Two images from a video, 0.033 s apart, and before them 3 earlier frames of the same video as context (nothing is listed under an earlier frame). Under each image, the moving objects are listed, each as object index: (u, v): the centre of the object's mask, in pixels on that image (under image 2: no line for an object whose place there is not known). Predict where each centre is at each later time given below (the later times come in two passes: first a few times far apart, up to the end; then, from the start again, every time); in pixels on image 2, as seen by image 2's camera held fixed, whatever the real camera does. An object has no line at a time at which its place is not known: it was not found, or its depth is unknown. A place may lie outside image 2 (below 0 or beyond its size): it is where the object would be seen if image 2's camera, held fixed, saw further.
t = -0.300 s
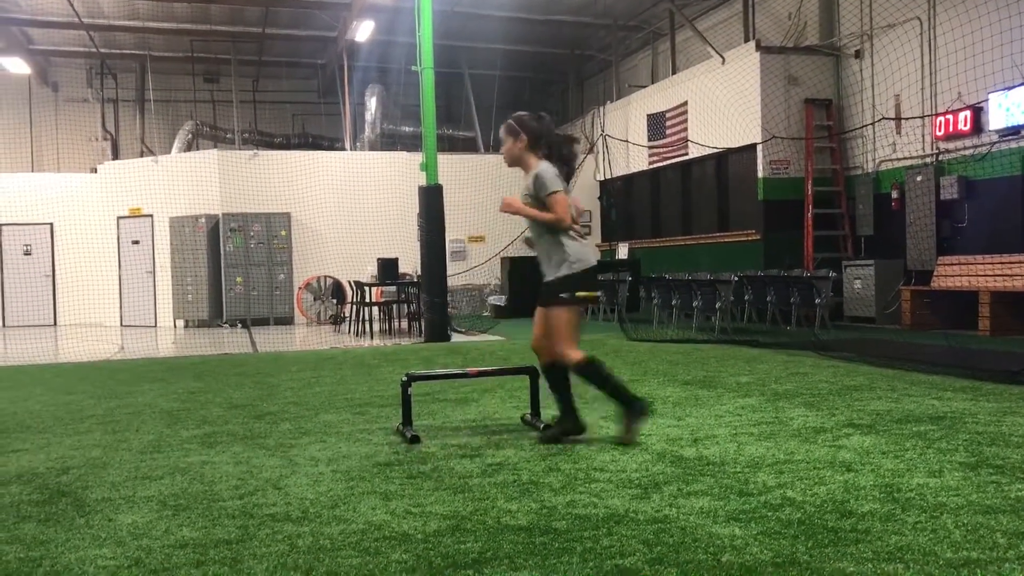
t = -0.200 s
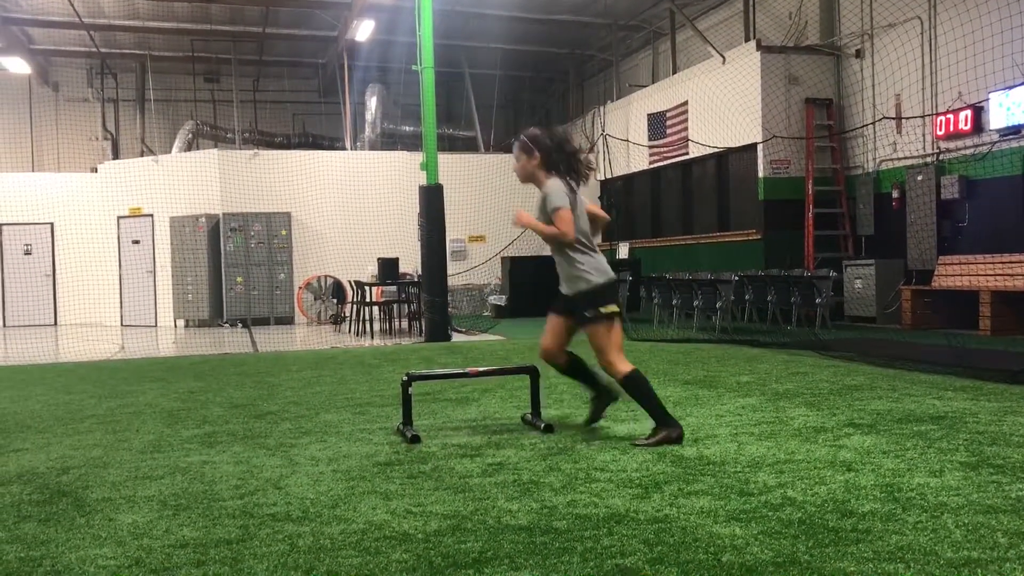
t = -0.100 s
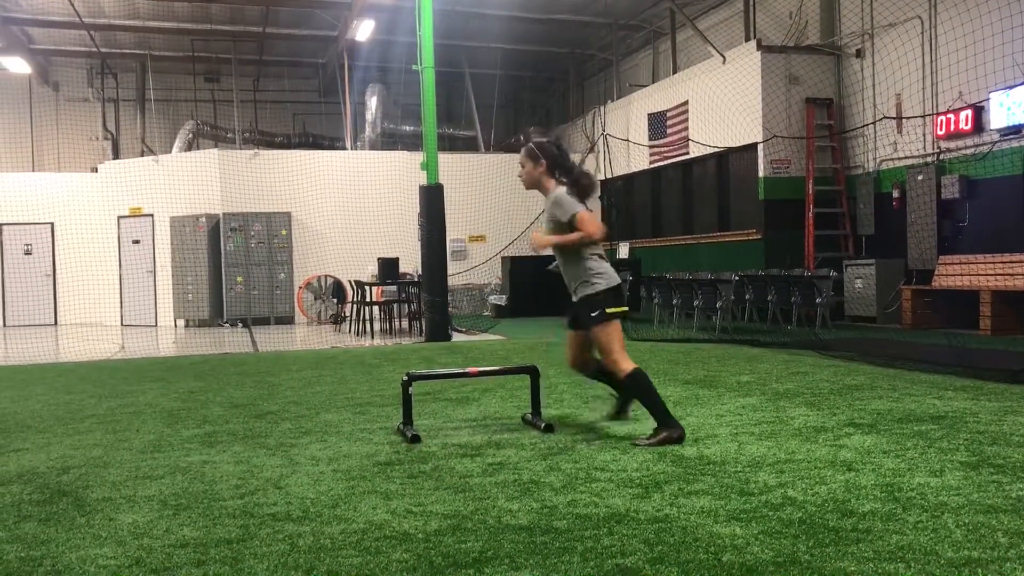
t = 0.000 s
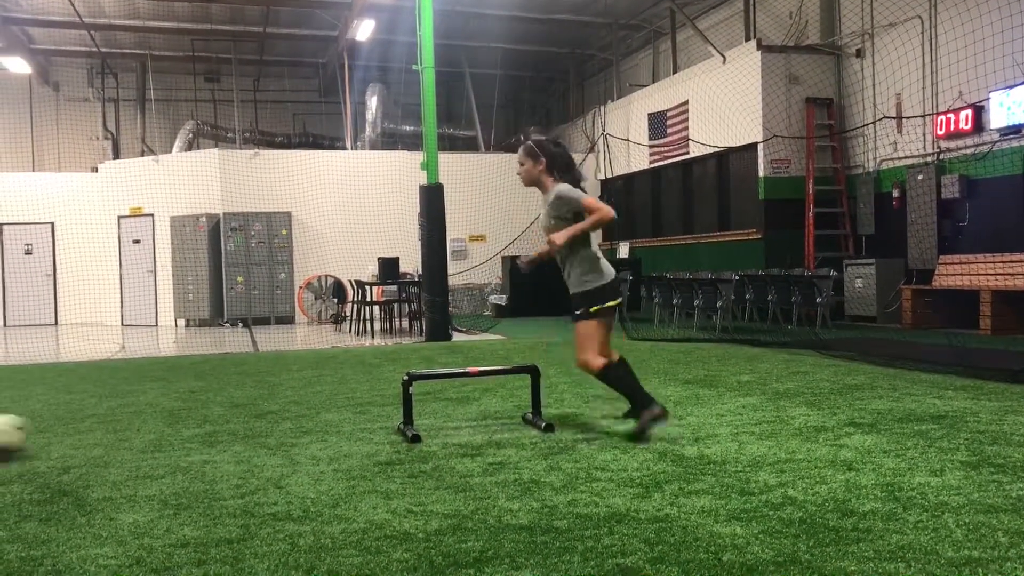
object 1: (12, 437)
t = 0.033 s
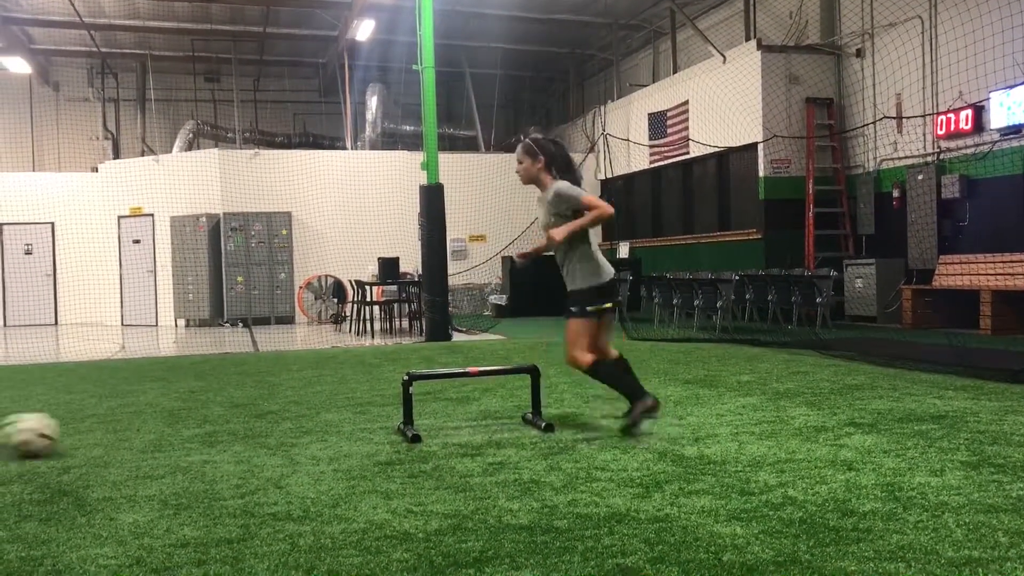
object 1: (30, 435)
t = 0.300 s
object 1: (231, 415)
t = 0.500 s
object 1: (354, 402)
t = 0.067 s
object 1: (58, 435)
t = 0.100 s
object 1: (86, 429)
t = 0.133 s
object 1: (112, 427)
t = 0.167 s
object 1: (137, 425)
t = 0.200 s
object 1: (162, 424)
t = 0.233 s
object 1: (186, 421)
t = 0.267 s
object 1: (209, 417)
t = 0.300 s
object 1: (231, 415)
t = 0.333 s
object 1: (254, 413)
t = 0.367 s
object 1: (276, 411)
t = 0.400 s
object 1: (296, 409)
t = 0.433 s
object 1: (317, 407)
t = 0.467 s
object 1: (336, 405)
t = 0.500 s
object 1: (354, 402)
